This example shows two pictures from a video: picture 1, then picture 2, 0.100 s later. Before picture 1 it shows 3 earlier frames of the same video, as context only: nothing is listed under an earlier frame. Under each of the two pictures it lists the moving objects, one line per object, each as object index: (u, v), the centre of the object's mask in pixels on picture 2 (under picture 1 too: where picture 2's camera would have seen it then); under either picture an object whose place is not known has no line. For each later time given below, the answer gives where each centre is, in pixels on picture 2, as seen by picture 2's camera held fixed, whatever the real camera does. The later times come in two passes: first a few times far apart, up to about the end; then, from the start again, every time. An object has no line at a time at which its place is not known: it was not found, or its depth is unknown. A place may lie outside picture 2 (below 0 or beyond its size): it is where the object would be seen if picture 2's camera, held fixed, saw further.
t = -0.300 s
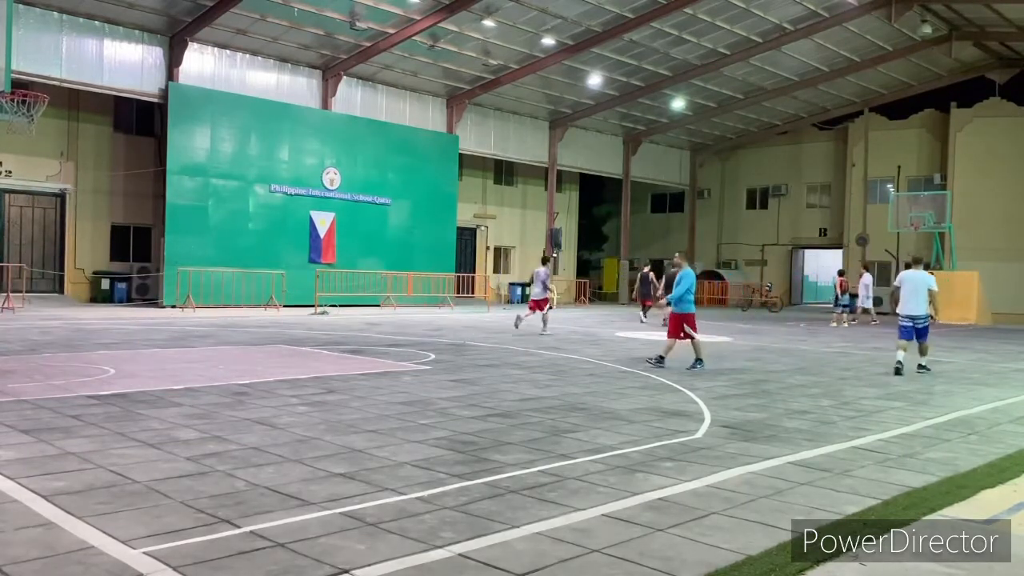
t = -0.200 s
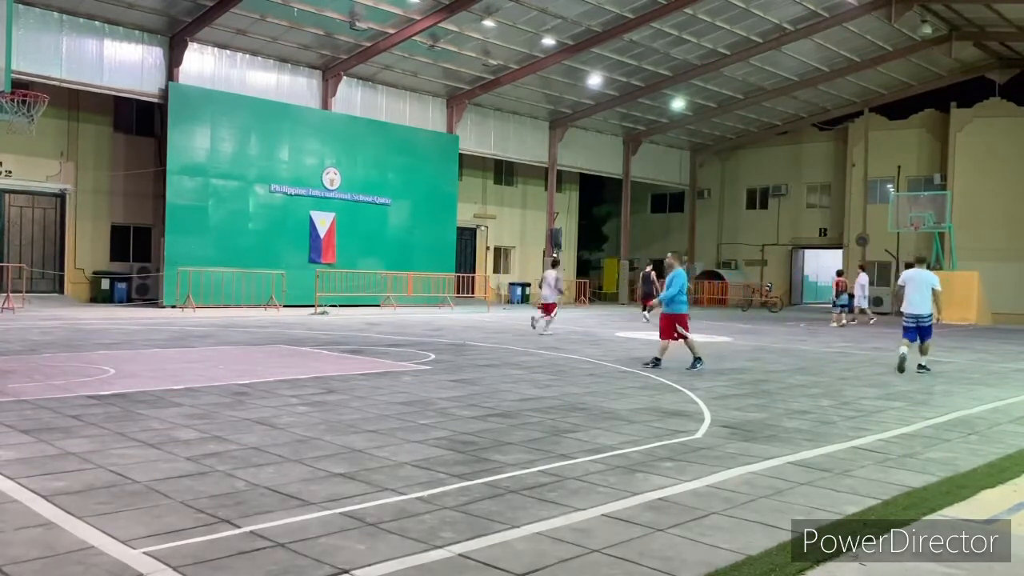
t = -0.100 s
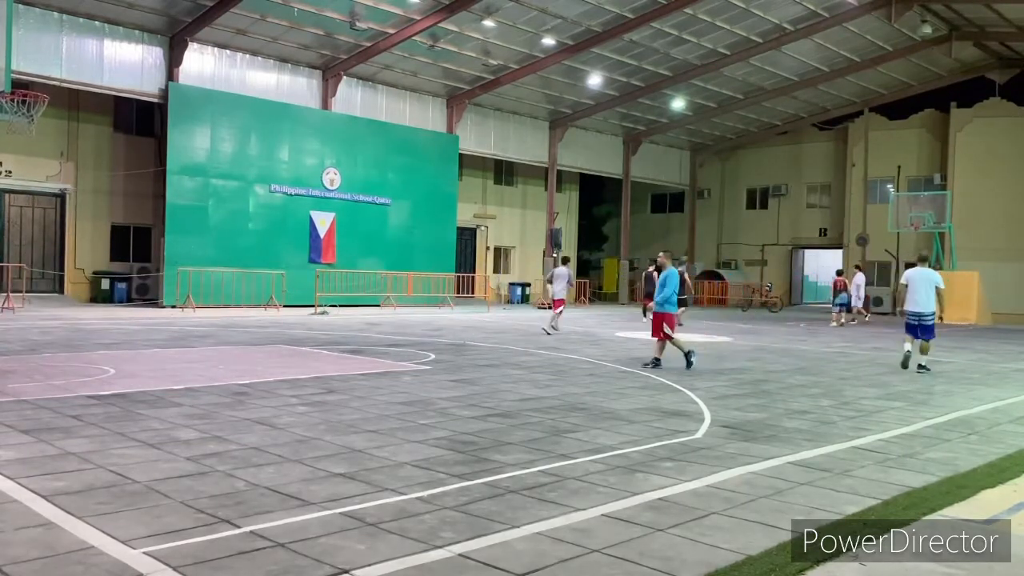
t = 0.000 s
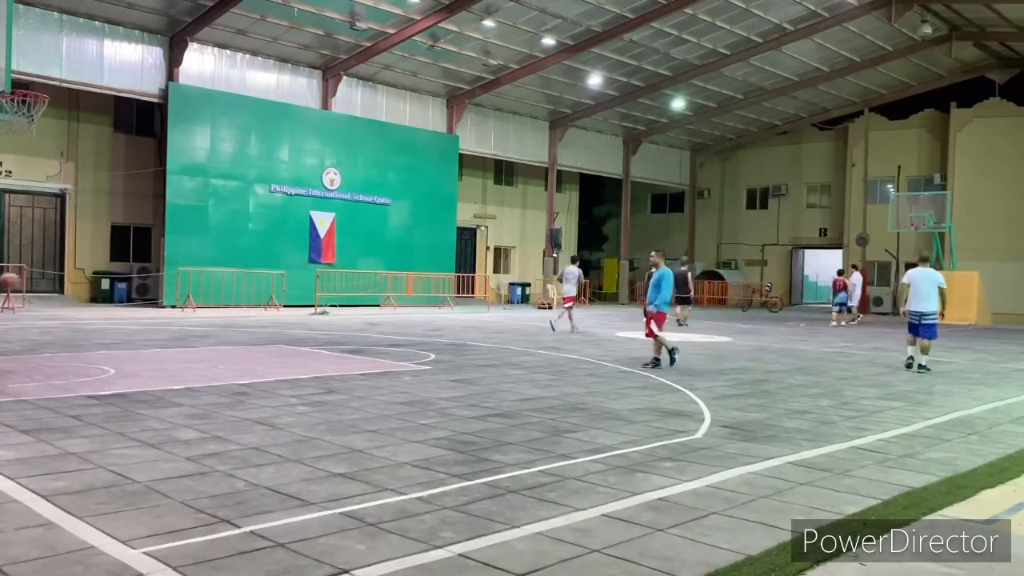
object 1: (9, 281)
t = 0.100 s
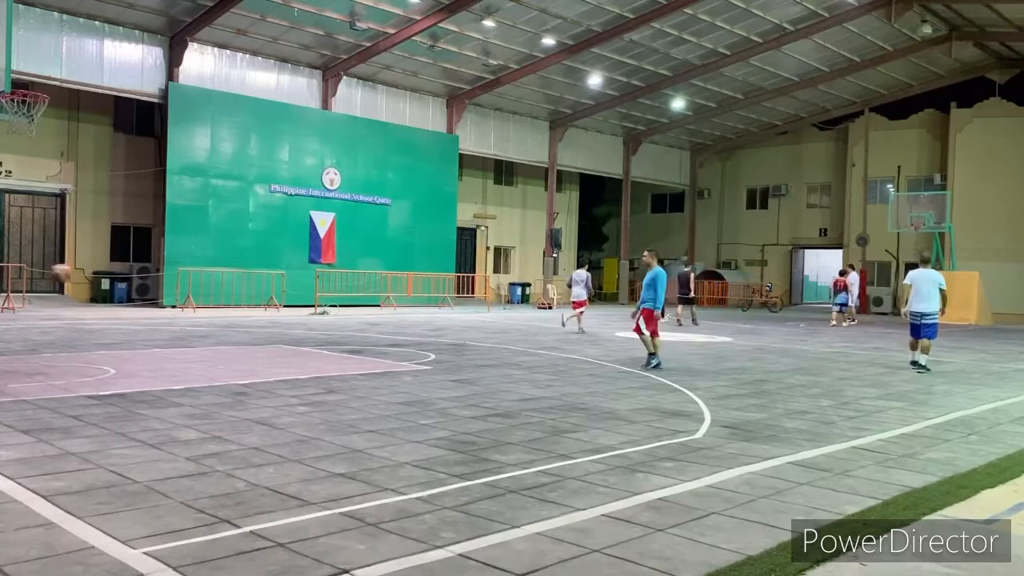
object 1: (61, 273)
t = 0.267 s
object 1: (143, 275)
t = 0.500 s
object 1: (251, 319)
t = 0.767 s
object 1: (351, 322)
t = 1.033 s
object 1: (433, 305)
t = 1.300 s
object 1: (510, 343)
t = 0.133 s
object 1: (78, 273)
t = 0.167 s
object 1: (94, 272)
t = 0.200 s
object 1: (112, 272)
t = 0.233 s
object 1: (129, 274)
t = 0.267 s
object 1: (143, 275)
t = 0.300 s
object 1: (161, 280)
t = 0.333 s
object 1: (175, 285)
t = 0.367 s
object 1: (190, 291)
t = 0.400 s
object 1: (206, 296)
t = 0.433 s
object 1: (221, 302)
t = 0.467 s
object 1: (237, 311)
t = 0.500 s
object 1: (251, 319)
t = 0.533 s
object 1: (266, 329)
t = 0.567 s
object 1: (281, 339)
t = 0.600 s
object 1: (296, 349)
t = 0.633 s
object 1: (308, 350)
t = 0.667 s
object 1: (318, 341)
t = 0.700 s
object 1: (329, 334)
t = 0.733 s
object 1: (340, 327)
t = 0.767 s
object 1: (351, 322)
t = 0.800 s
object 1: (361, 317)
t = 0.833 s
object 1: (372, 312)
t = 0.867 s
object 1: (382, 309)
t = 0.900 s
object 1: (393, 308)
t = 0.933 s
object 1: (403, 305)
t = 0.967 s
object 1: (414, 304)
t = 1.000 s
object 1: (424, 304)
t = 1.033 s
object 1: (433, 305)
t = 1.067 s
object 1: (444, 306)
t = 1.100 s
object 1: (453, 309)
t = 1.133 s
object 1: (463, 314)
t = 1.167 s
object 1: (472, 318)
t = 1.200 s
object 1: (482, 323)
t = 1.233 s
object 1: (490, 328)
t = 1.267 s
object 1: (500, 336)
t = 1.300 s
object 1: (510, 343)
